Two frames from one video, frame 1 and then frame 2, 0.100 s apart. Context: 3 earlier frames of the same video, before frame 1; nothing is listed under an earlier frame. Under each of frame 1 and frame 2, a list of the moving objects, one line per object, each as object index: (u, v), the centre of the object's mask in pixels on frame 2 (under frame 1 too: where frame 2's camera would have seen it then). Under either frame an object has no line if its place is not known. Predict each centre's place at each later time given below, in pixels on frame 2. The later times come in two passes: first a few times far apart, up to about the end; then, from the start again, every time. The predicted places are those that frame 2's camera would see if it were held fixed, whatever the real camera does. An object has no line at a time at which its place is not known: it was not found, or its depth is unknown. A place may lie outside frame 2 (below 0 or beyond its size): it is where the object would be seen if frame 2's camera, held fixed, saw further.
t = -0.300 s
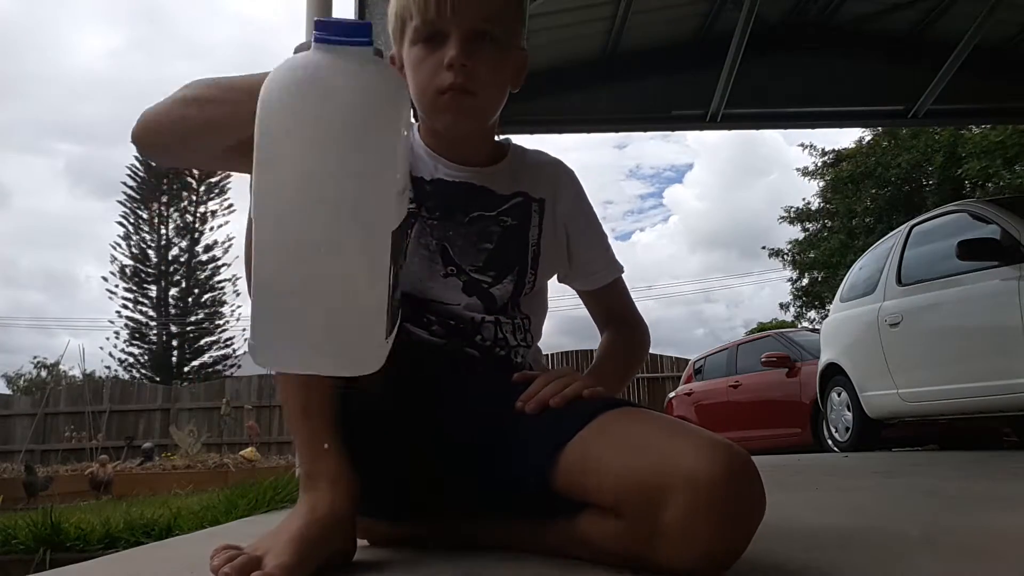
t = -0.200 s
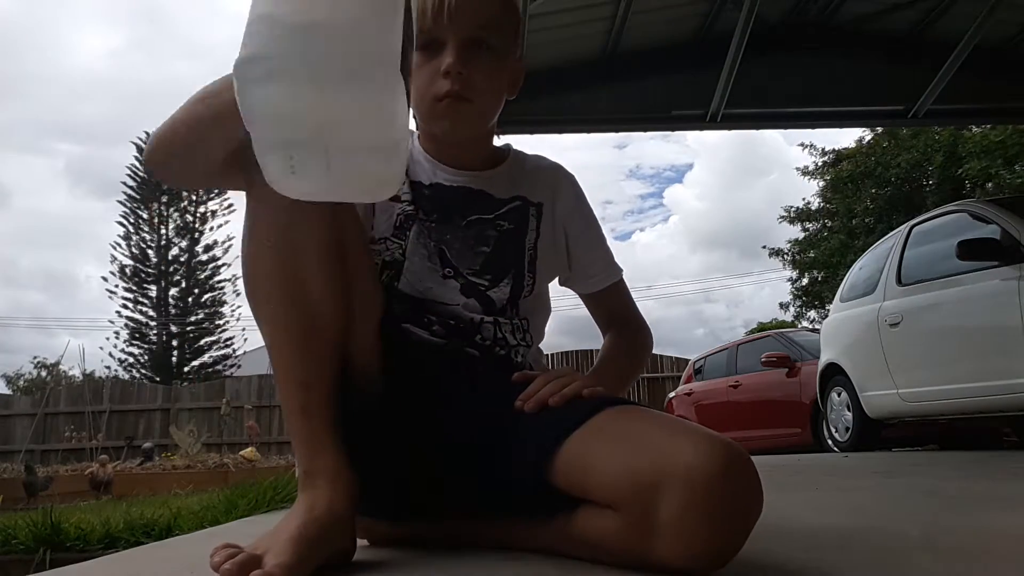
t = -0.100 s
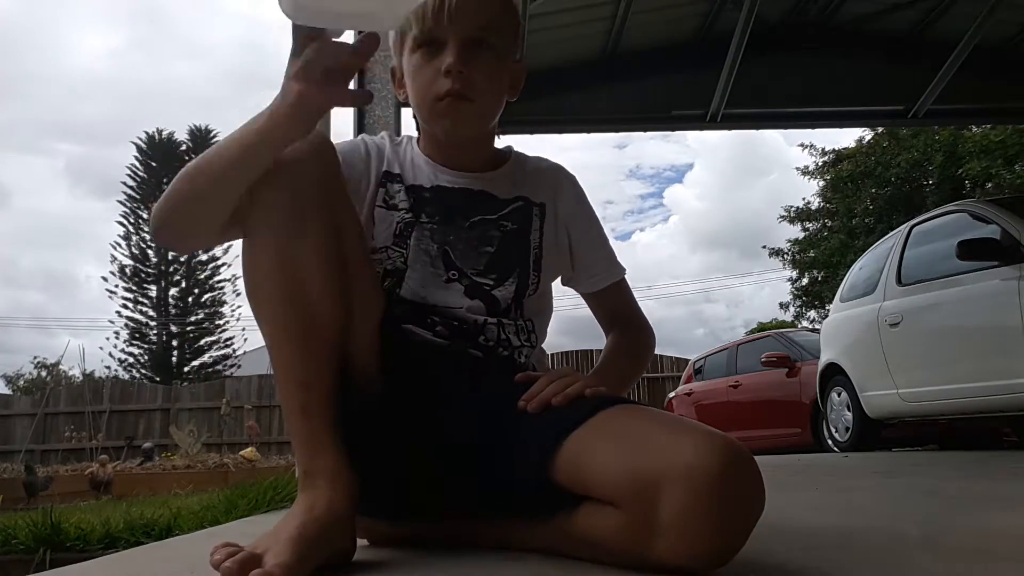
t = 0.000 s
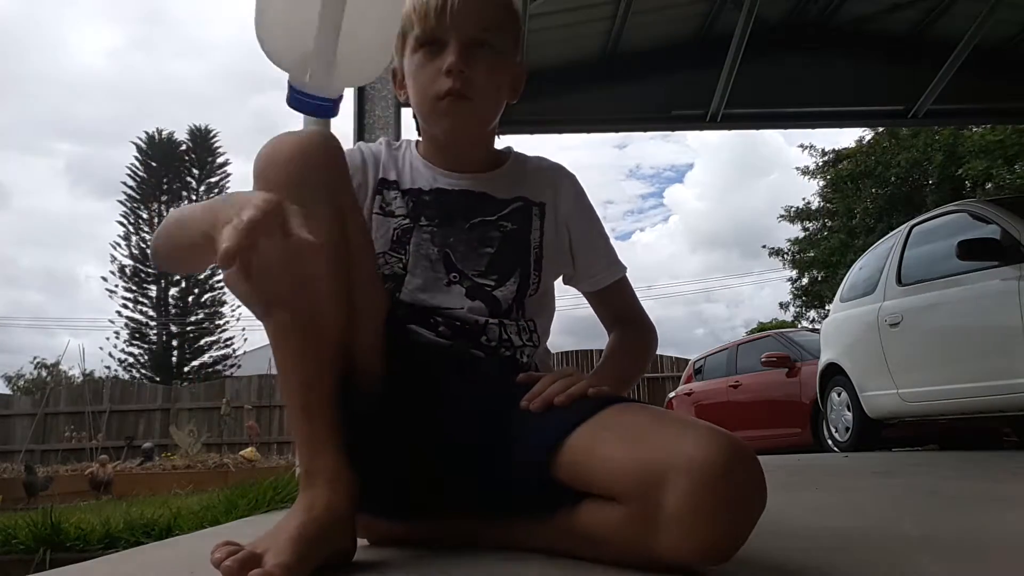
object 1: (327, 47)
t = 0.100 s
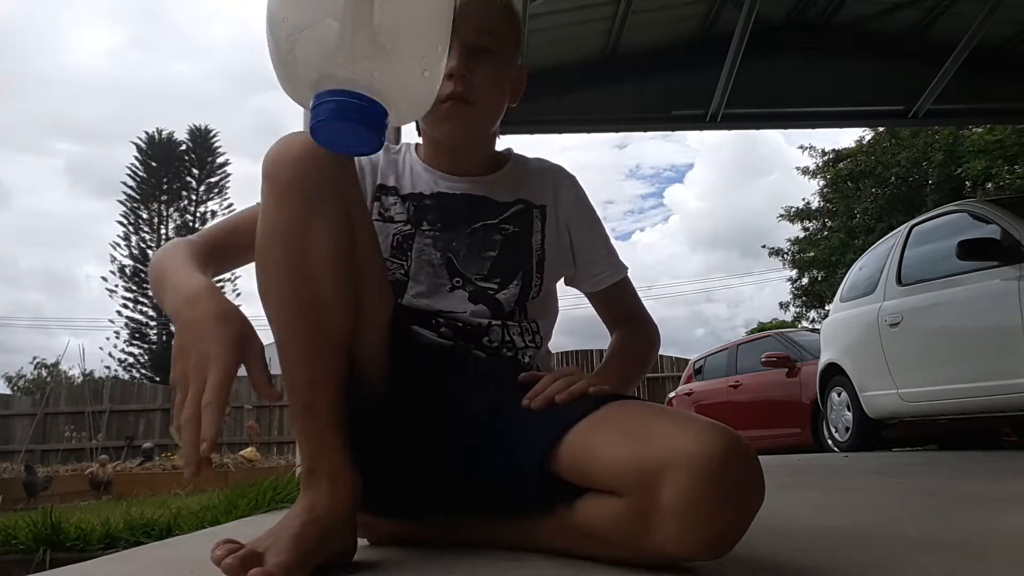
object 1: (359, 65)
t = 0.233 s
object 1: (440, 274)
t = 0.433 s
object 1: (456, 484)
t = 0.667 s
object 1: (462, 484)
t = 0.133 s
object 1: (376, 78)
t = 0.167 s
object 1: (395, 106)
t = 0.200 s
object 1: (416, 161)
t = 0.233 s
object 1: (440, 274)
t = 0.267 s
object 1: (464, 407)
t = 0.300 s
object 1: (463, 481)
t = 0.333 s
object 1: (466, 485)
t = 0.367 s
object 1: (470, 483)
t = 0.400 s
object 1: (462, 484)
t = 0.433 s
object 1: (456, 484)
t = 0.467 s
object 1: (458, 484)
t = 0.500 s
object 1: (465, 484)
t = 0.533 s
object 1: (469, 484)
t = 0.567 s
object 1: (465, 484)
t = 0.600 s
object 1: (459, 484)
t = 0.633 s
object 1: (457, 484)
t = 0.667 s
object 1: (462, 484)
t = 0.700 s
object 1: (465, 484)
